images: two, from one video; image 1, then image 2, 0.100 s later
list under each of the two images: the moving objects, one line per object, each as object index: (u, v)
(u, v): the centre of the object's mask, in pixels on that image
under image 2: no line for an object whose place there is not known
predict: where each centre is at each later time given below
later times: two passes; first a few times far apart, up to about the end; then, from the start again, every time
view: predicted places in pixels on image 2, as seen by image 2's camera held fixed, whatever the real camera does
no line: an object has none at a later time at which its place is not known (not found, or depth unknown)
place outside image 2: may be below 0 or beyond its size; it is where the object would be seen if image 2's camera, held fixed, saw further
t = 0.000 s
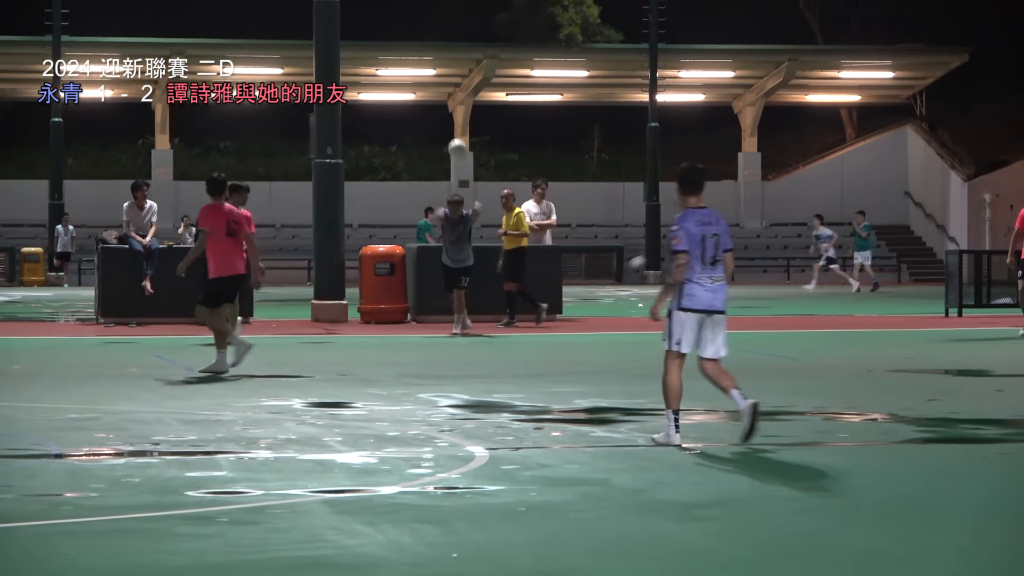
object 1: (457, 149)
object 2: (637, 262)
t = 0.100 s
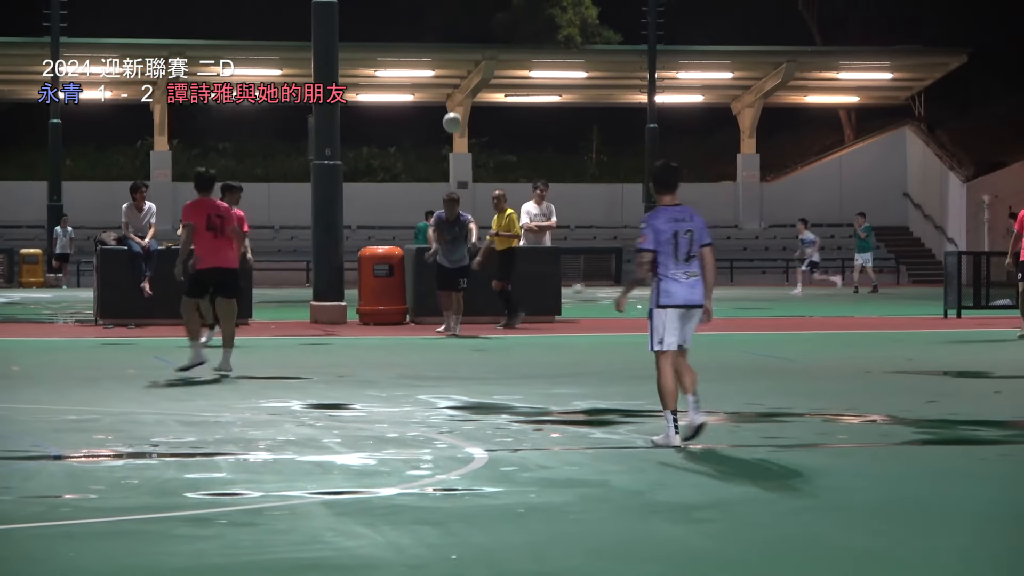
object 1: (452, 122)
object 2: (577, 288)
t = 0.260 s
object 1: (445, 97)
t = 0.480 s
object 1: (440, 96)
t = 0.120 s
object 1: (451, 120)
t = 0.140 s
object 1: (451, 116)
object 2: (568, 282)
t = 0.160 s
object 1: (450, 112)
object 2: (565, 280)
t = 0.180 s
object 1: (449, 109)
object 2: (562, 277)
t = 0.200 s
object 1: (448, 104)
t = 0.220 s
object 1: (447, 102)
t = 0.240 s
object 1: (446, 100)
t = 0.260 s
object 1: (445, 97)
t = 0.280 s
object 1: (444, 96)
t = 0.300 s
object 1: (443, 94)
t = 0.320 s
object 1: (443, 93)
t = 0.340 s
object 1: (443, 92)
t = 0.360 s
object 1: (442, 93)
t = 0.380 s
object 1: (442, 92)
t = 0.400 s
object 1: (441, 92)
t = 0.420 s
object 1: (441, 91)
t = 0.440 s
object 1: (441, 93)
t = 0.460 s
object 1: (440, 95)
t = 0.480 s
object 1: (440, 96)
